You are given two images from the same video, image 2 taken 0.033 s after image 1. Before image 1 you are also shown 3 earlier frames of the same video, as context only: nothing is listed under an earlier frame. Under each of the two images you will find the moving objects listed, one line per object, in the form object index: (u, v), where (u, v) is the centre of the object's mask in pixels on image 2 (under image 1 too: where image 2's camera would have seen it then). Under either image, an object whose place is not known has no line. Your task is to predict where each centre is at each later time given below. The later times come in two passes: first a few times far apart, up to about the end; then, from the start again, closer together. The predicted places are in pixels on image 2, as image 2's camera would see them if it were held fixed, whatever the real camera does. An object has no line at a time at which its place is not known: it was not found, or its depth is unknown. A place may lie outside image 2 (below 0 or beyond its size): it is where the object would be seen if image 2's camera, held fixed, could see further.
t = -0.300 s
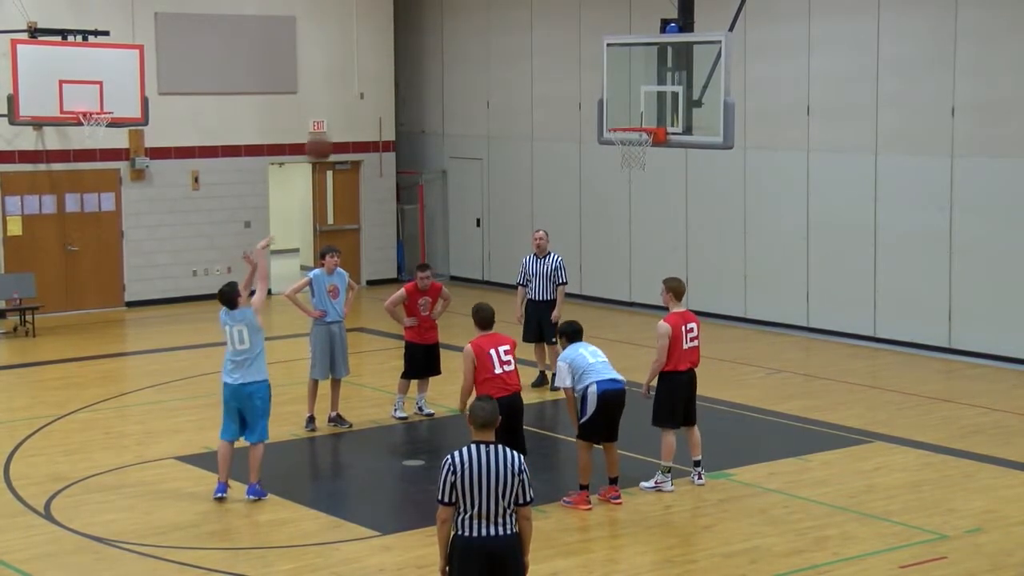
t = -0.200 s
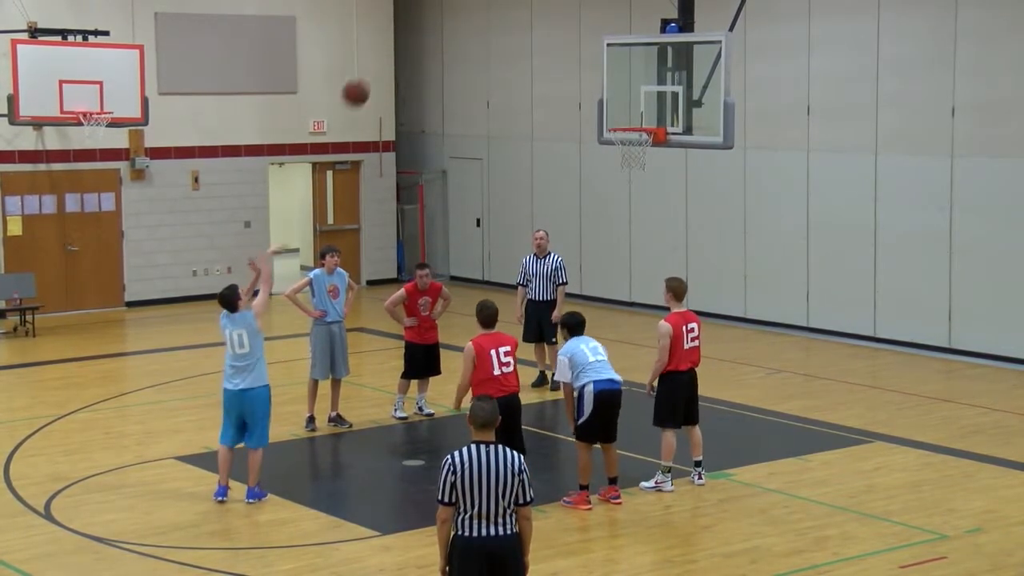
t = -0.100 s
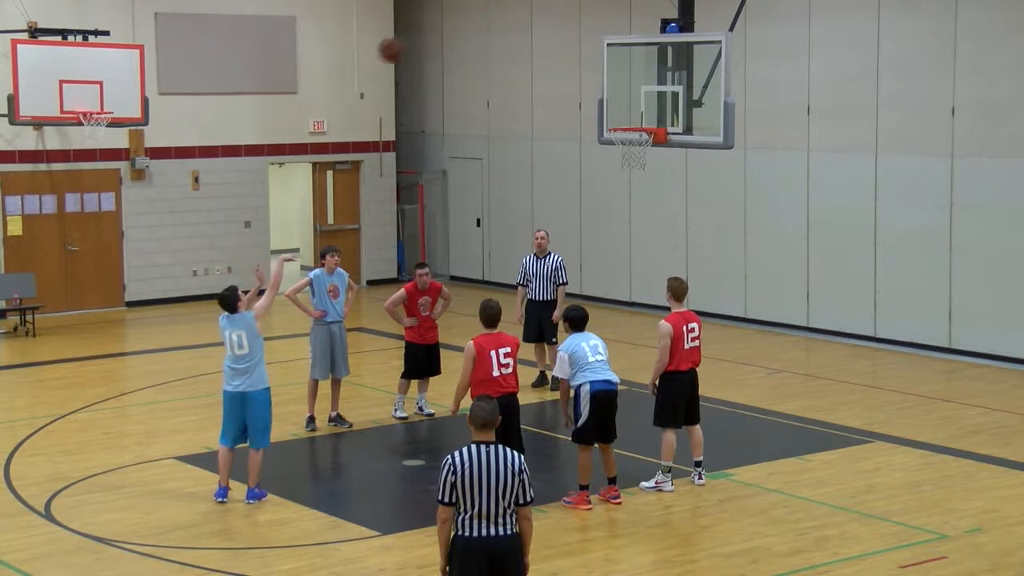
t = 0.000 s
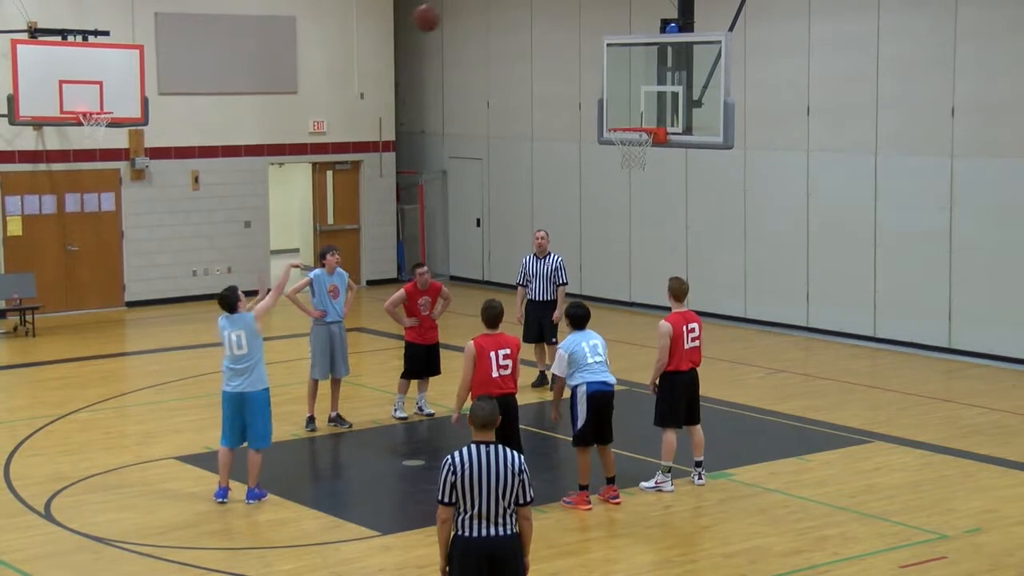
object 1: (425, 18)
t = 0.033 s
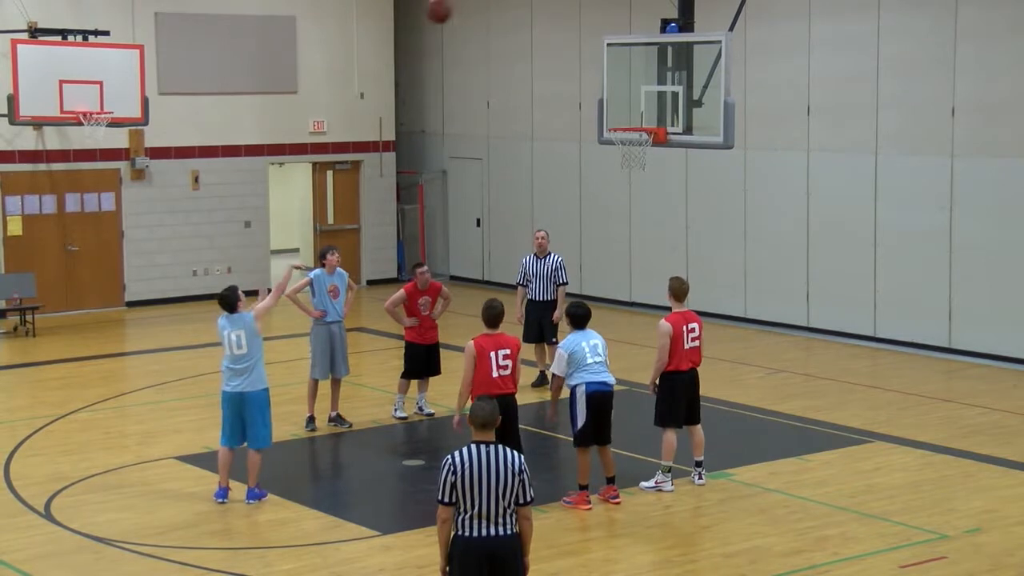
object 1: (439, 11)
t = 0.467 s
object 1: (577, 18)
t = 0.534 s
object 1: (597, 36)
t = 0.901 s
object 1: (650, 80)
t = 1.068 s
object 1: (641, 68)
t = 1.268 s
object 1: (629, 89)
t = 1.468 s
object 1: (616, 152)
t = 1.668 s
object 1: (604, 257)
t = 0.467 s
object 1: (577, 18)
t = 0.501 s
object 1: (587, 26)
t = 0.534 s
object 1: (597, 36)
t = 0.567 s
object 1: (606, 46)
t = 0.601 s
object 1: (615, 58)
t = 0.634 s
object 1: (626, 70)
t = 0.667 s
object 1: (635, 84)
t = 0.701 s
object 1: (644, 98)
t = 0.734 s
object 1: (653, 114)
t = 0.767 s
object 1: (657, 110)
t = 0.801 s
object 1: (655, 100)
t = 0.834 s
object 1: (653, 93)
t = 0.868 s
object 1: (651, 86)
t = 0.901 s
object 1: (650, 80)
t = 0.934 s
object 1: (648, 76)
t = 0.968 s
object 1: (646, 72)
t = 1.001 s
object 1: (644, 69)
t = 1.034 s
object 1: (642, 68)
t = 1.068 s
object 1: (641, 68)
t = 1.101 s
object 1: (639, 68)
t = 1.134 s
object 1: (637, 70)
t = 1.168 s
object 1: (635, 73)
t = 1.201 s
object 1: (633, 77)
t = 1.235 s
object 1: (631, 83)
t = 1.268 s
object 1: (629, 89)
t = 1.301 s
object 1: (627, 97)
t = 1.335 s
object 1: (625, 106)
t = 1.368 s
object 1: (623, 115)
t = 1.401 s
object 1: (621, 126)
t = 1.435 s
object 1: (618, 139)
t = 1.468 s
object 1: (616, 152)
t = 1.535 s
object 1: (613, 182)
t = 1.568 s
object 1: (610, 199)
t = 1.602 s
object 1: (608, 217)
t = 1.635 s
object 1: (606, 237)
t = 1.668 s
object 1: (604, 257)
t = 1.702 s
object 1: (602, 279)
